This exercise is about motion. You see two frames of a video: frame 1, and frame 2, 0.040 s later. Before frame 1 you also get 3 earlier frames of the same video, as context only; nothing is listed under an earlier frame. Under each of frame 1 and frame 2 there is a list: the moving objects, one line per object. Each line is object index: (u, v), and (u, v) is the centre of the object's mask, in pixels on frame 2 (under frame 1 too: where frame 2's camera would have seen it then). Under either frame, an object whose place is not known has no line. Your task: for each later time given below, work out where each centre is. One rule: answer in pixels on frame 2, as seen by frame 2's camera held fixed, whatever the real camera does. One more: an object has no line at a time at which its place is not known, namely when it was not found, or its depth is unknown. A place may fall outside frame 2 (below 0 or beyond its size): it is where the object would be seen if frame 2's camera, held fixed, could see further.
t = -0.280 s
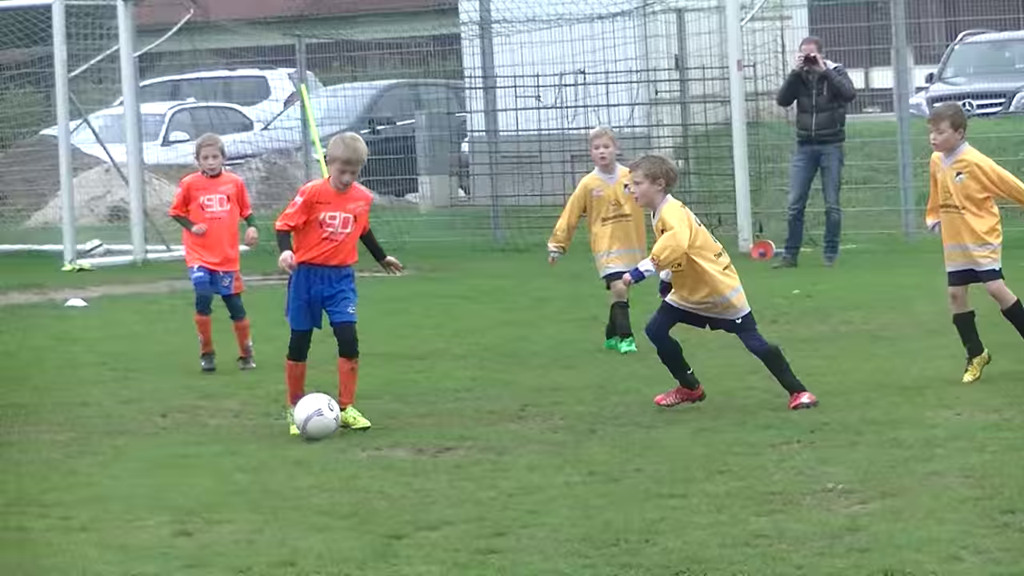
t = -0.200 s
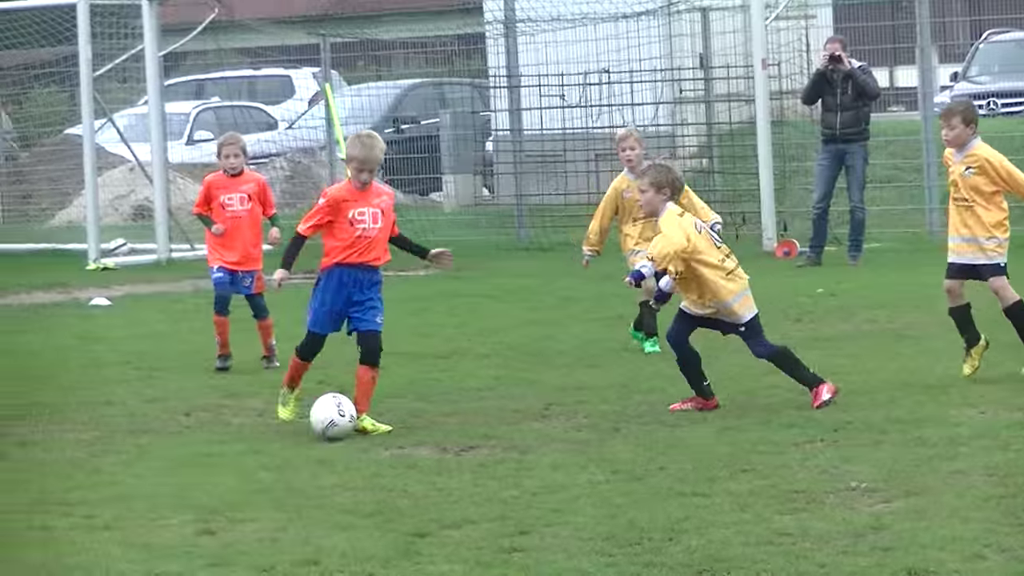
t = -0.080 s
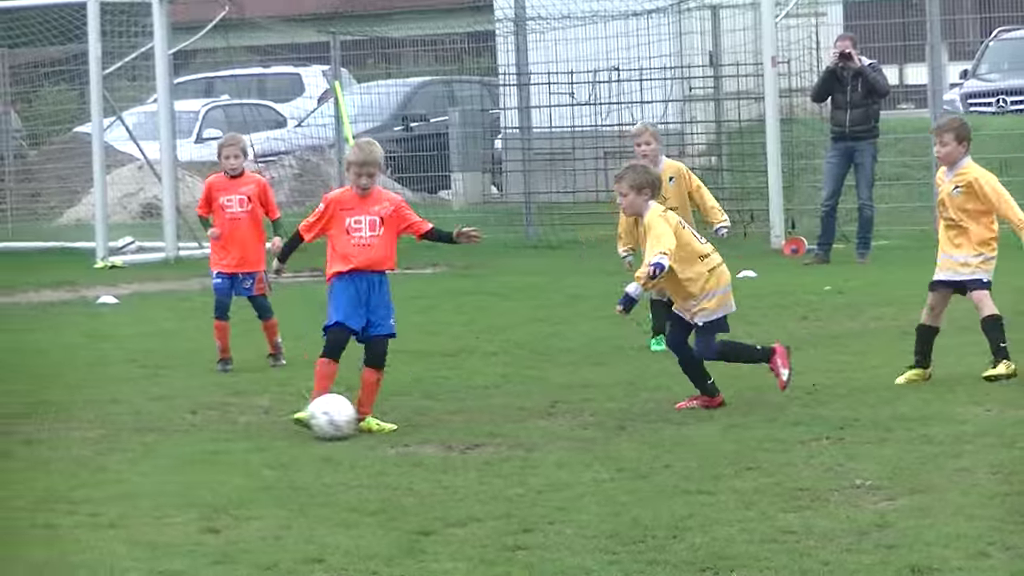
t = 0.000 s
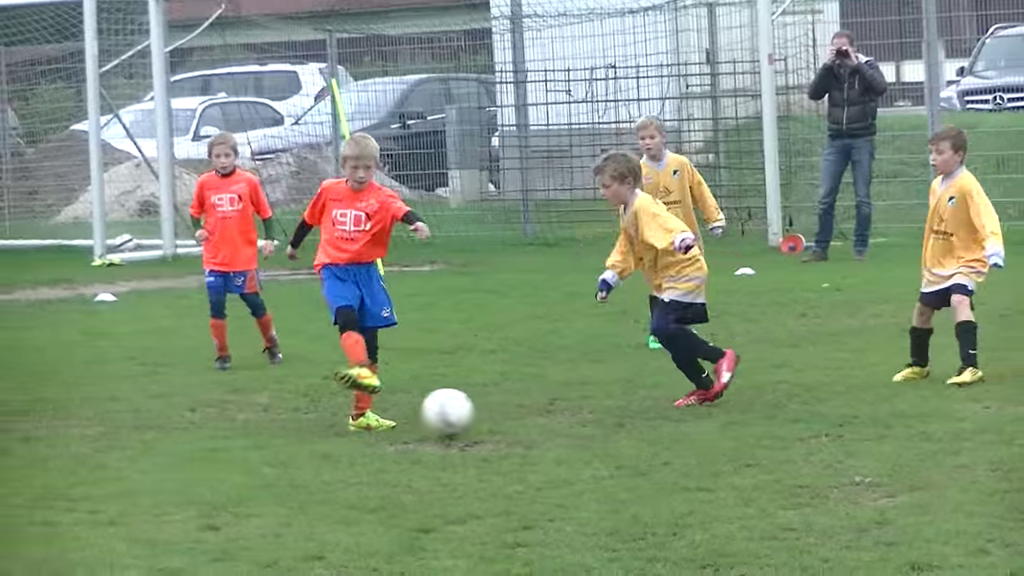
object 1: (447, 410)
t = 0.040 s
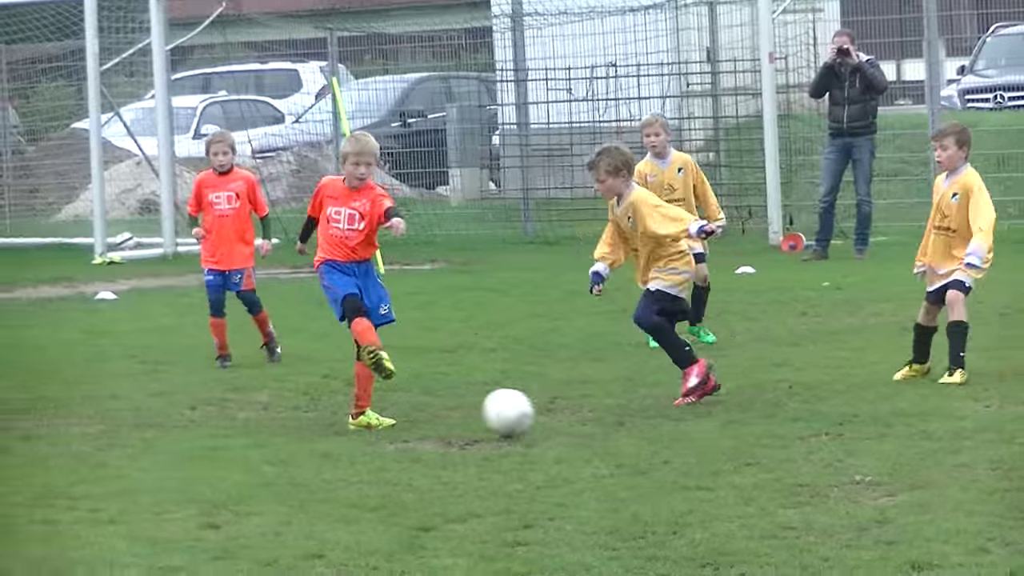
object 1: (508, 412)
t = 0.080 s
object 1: (568, 414)
